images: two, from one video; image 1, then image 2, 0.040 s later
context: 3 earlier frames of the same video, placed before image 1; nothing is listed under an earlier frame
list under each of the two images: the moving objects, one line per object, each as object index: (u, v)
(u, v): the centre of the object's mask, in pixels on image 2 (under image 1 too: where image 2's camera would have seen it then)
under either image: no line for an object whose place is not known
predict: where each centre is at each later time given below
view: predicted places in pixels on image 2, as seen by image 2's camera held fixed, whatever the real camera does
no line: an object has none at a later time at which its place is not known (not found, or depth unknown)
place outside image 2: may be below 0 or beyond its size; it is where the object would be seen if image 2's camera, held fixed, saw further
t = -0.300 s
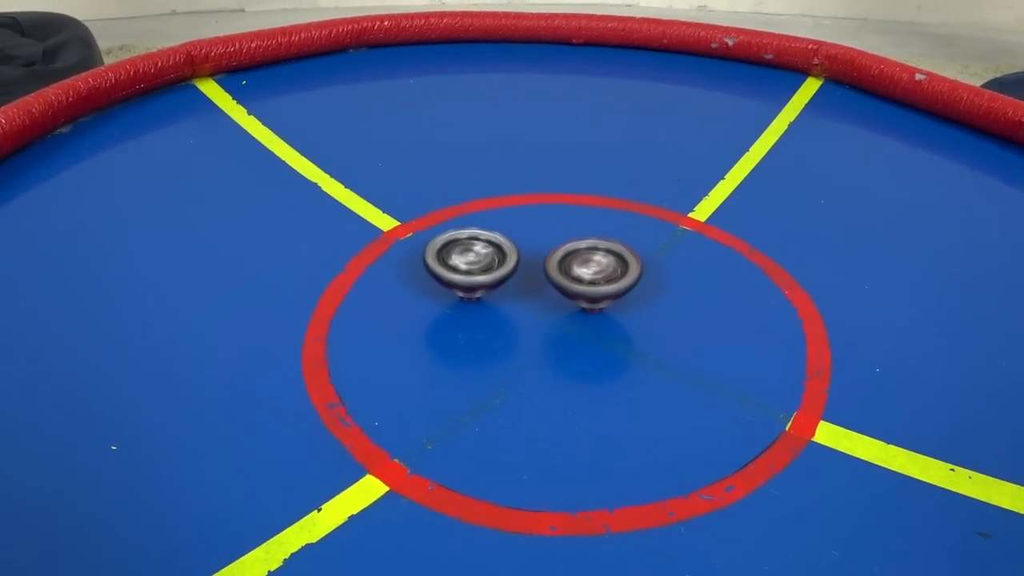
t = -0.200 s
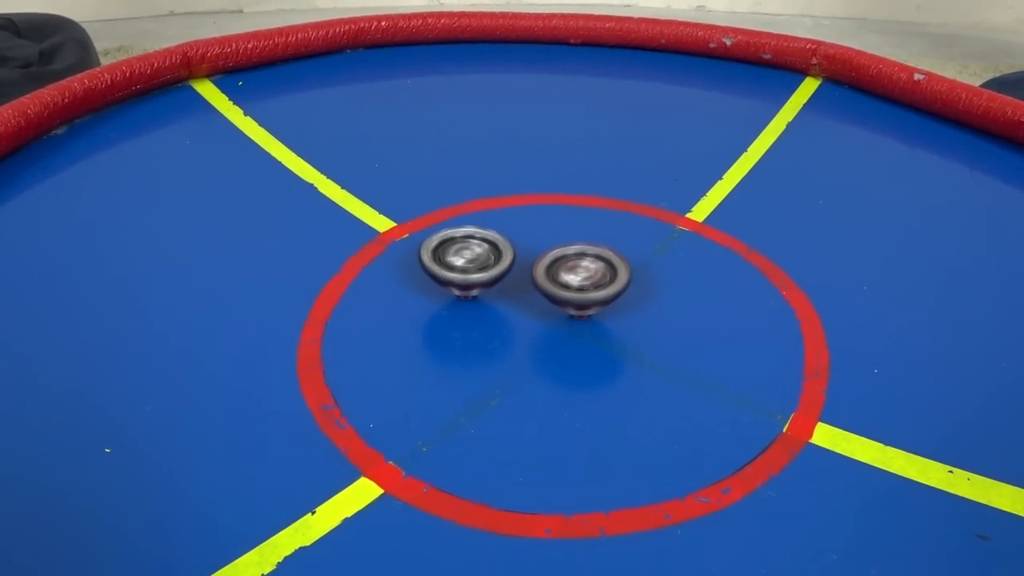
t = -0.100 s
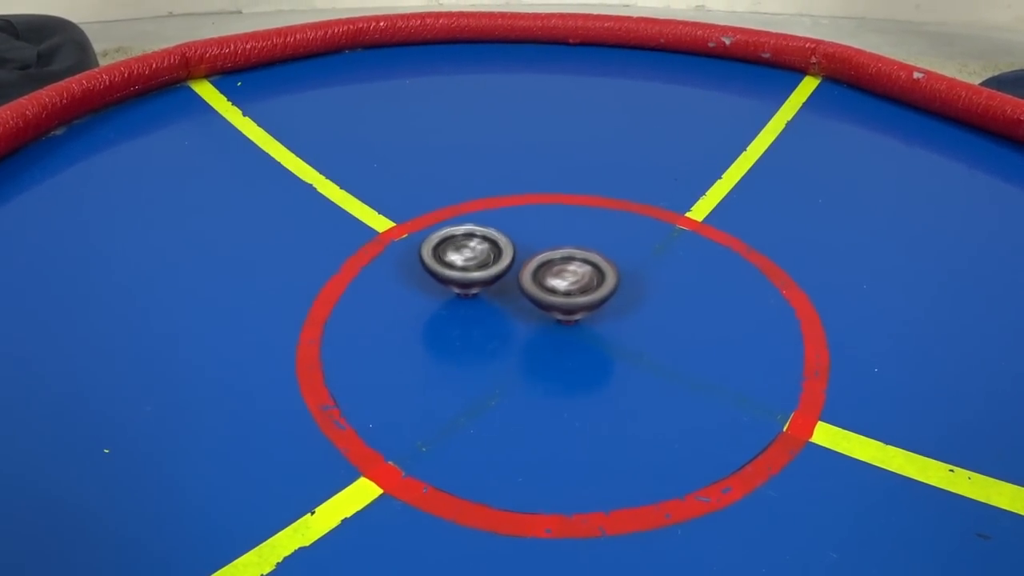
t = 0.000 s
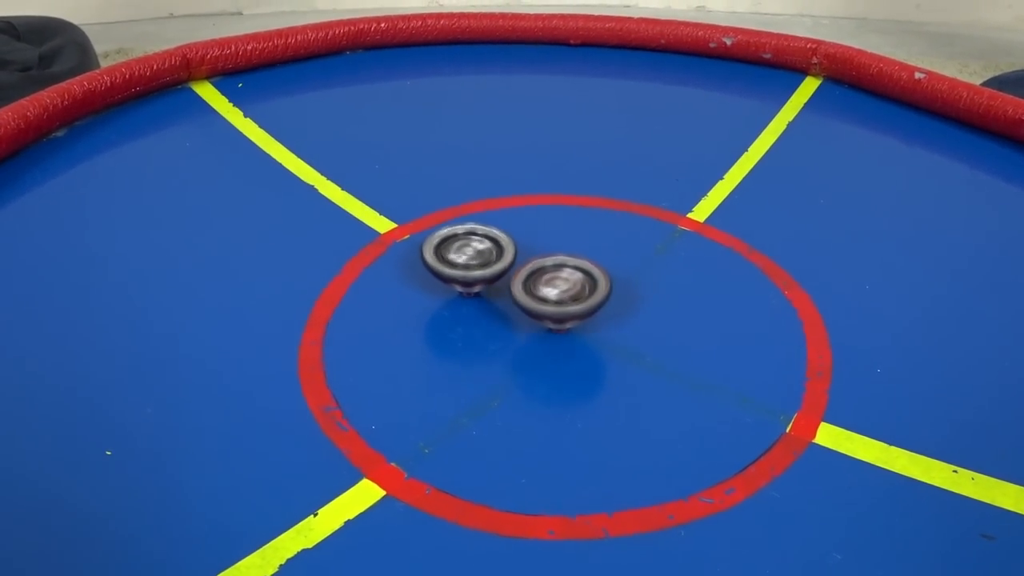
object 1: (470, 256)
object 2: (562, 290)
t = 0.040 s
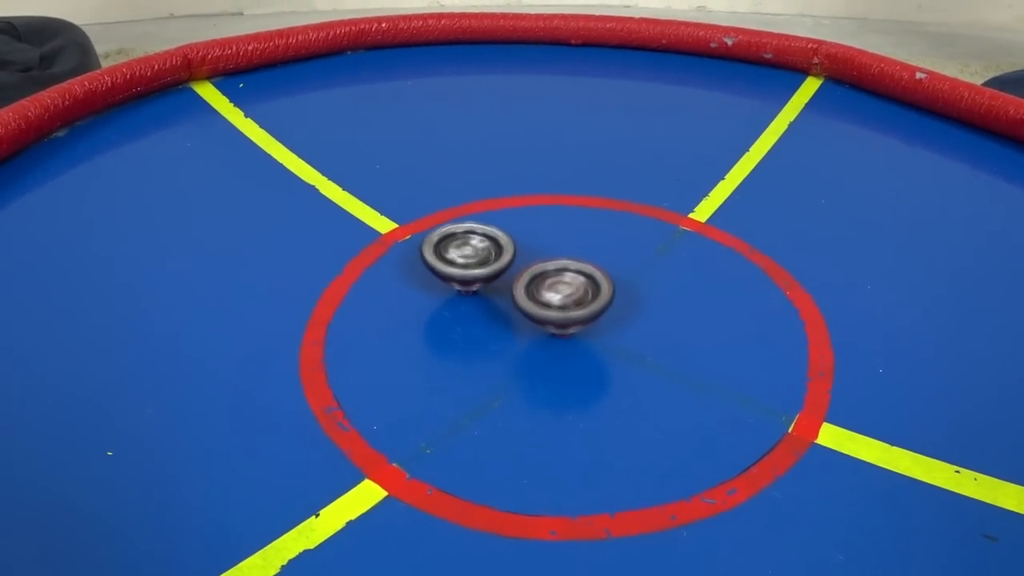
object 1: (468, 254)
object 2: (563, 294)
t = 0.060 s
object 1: (467, 253)
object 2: (563, 296)
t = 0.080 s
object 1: (466, 253)
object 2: (563, 297)
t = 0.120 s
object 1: (465, 252)
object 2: (563, 300)
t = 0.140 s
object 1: (465, 252)
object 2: (562, 301)
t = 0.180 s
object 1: (465, 251)
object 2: (561, 303)
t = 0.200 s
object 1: (465, 251)
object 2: (560, 304)
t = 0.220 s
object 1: (465, 251)
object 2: (559, 305)
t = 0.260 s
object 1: (465, 251)
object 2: (556, 308)
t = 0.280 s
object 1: (466, 250)
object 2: (554, 309)
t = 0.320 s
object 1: (466, 250)
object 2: (550, 312)
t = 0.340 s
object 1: (467, 250)
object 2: (548, 313)
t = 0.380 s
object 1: (468, 250)
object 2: (544, 316)
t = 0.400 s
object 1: (469, 250)
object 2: (543, 317)
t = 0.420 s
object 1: (469, 251)
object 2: (541, 319)
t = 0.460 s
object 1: (471, 251)
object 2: (538, 321)
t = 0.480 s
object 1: (472, 251)
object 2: (536, 322)
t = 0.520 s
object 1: (476, 252)
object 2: (532, 324)
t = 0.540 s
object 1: (476, 252)
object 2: (530, 325)
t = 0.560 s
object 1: (477, 253)
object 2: (528, 326)
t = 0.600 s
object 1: (480, 254)
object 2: (524, 328)
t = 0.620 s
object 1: (481, 254)
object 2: (522, 328)
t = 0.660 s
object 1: (485, 255)
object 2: (518, 330)
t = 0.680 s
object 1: (485, 255)
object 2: (516, 331)
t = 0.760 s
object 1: (491, 257)
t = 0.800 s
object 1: (494, 258)
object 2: (504, 334)
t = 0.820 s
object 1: (494, 259)
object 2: (502, 334)
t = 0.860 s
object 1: (496, 260)
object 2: (499, 334)
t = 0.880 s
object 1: (497, 260)
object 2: (498, 334)
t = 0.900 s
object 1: (498, 261)
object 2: (496, 334)
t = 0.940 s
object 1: (501, 262)
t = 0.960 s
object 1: (501, 262)
